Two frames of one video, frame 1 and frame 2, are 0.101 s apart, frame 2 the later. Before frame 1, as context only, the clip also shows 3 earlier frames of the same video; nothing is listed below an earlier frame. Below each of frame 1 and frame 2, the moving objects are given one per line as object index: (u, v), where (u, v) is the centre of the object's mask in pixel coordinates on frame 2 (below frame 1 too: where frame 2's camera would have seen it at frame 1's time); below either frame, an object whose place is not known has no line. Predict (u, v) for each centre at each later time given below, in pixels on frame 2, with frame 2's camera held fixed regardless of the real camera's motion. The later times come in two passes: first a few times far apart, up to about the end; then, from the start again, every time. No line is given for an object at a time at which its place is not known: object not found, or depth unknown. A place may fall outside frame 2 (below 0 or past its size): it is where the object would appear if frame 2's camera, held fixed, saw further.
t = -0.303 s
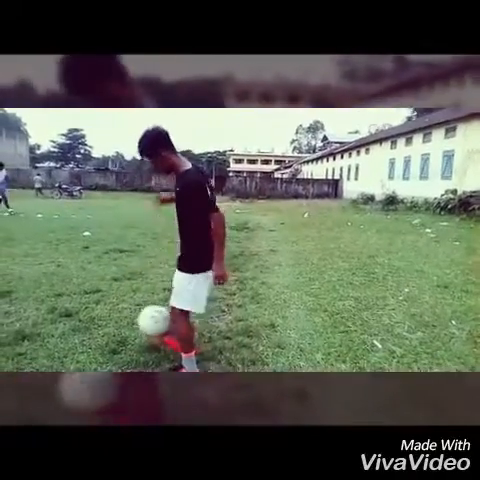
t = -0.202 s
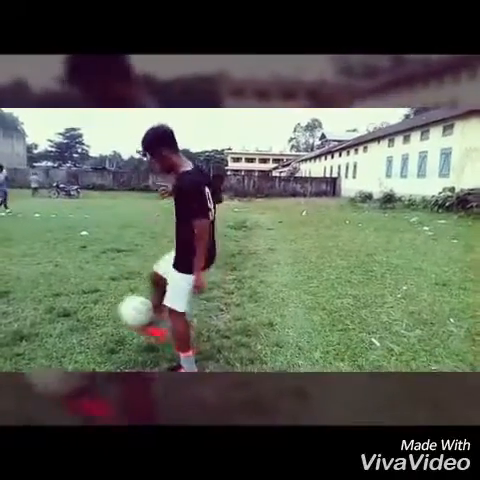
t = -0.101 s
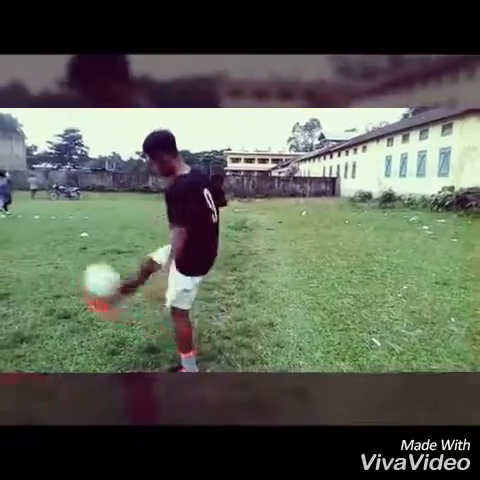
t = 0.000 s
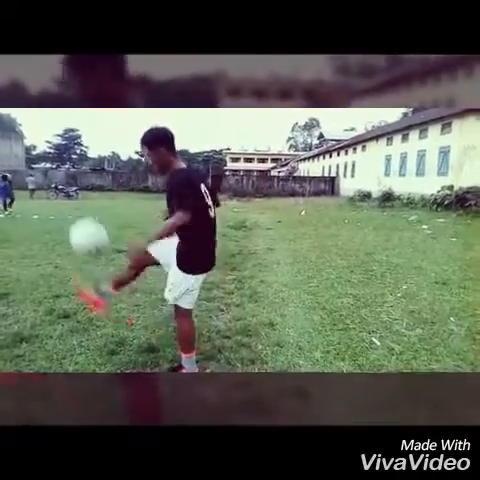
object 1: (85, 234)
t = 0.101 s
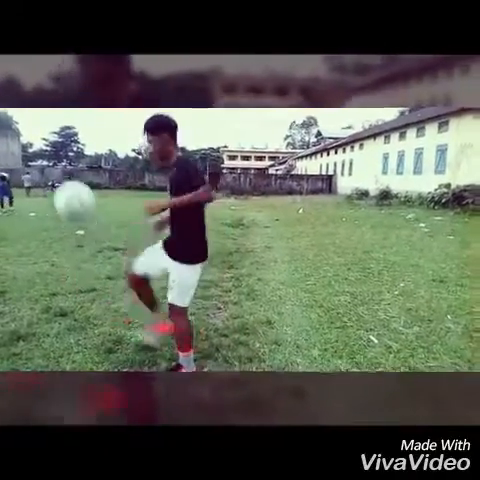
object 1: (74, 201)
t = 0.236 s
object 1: (59, 174)
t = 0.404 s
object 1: (38, 178)
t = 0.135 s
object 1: (70, 191)
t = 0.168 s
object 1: (66, 183)
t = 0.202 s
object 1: (62, 177)
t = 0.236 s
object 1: (59, 174)
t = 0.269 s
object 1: (55, 171)
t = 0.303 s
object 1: (50, 169)
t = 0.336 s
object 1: (46, 170)
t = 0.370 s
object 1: (42, 172)
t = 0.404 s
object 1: (38, 178)
